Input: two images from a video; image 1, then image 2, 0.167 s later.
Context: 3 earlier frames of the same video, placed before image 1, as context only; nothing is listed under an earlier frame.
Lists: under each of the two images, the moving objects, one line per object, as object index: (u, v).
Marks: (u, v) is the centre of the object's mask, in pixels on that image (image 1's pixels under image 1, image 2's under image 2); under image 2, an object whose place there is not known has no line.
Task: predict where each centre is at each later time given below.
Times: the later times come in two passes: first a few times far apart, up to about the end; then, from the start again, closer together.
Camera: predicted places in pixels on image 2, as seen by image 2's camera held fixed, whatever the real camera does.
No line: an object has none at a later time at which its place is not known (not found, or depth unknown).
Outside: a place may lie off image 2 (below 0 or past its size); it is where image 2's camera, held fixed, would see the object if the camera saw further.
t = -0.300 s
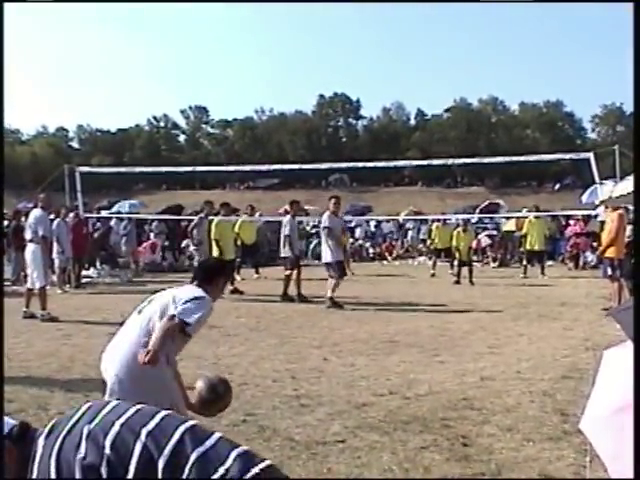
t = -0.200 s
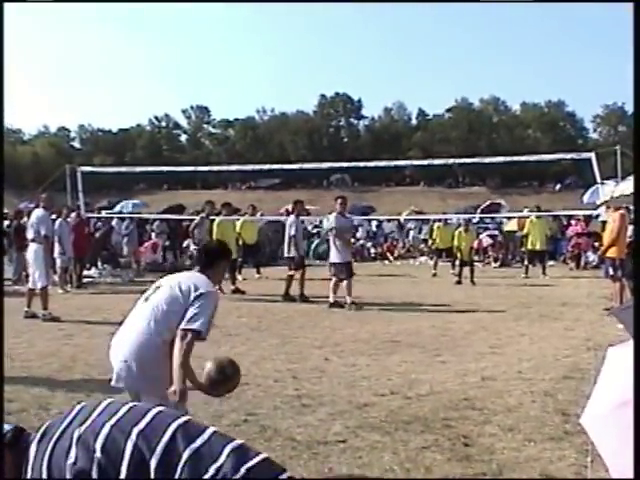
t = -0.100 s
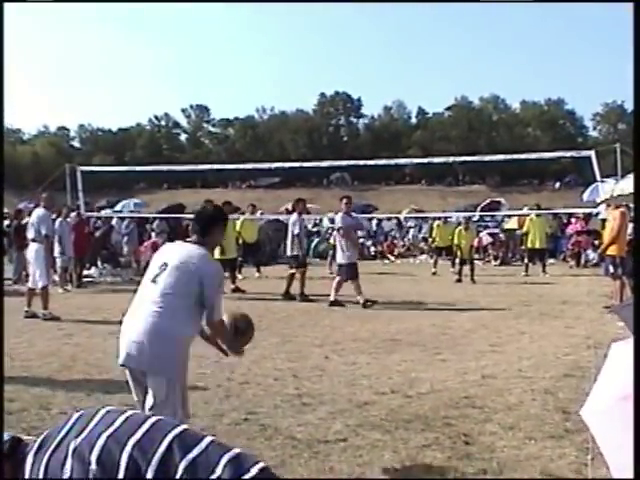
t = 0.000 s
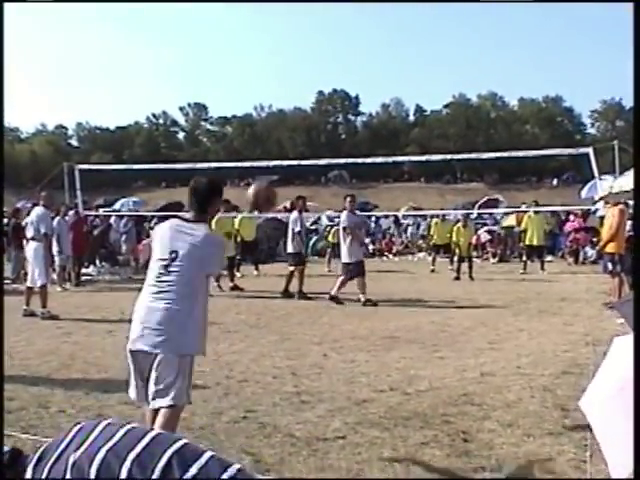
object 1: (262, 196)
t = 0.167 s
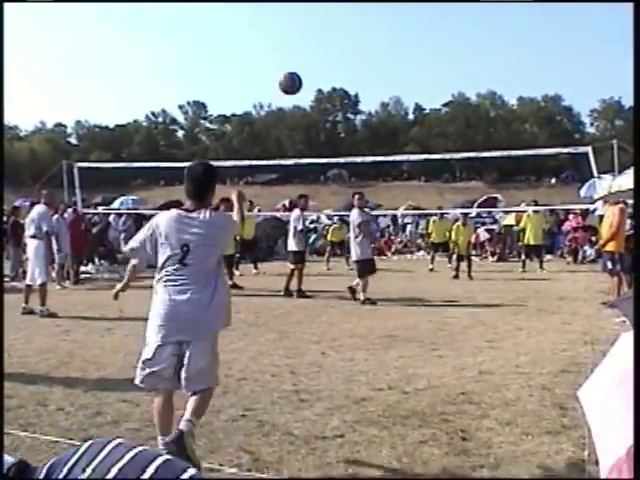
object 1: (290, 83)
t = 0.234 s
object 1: (298, 61)
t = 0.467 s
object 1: (315, 39)
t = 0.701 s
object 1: (323, 60)
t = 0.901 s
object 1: (334, 90)
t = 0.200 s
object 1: (294, 71)
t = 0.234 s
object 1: (298, 61)
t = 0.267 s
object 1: (301, 53)
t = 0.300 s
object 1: (304, 47)
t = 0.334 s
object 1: (307, 43)
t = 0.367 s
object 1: (309, 40)
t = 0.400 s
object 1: (311, 39)
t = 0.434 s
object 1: (313, 38)
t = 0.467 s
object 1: (315, 39)
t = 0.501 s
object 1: (316, 39)
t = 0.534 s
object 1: (317, 41)
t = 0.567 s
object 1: (318, 44)
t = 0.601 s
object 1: (320, 47)
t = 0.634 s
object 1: (320, 51)
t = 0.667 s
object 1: (321, 55)
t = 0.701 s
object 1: (323, 60)
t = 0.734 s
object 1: (323, 65)
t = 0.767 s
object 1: (325, 71)
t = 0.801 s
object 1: (326, 77)
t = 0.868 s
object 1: (329, 88)
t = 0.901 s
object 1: (334, 90)
